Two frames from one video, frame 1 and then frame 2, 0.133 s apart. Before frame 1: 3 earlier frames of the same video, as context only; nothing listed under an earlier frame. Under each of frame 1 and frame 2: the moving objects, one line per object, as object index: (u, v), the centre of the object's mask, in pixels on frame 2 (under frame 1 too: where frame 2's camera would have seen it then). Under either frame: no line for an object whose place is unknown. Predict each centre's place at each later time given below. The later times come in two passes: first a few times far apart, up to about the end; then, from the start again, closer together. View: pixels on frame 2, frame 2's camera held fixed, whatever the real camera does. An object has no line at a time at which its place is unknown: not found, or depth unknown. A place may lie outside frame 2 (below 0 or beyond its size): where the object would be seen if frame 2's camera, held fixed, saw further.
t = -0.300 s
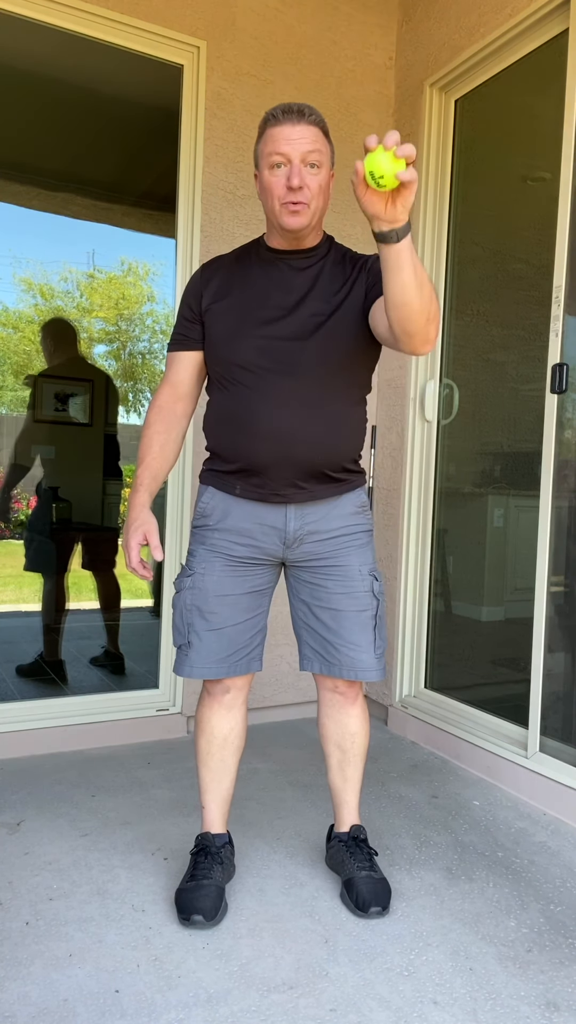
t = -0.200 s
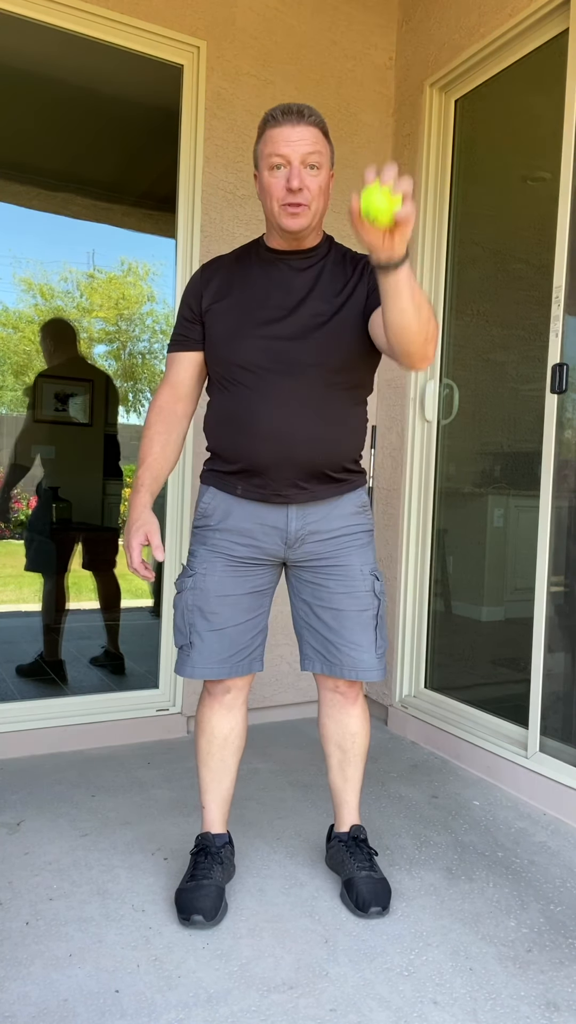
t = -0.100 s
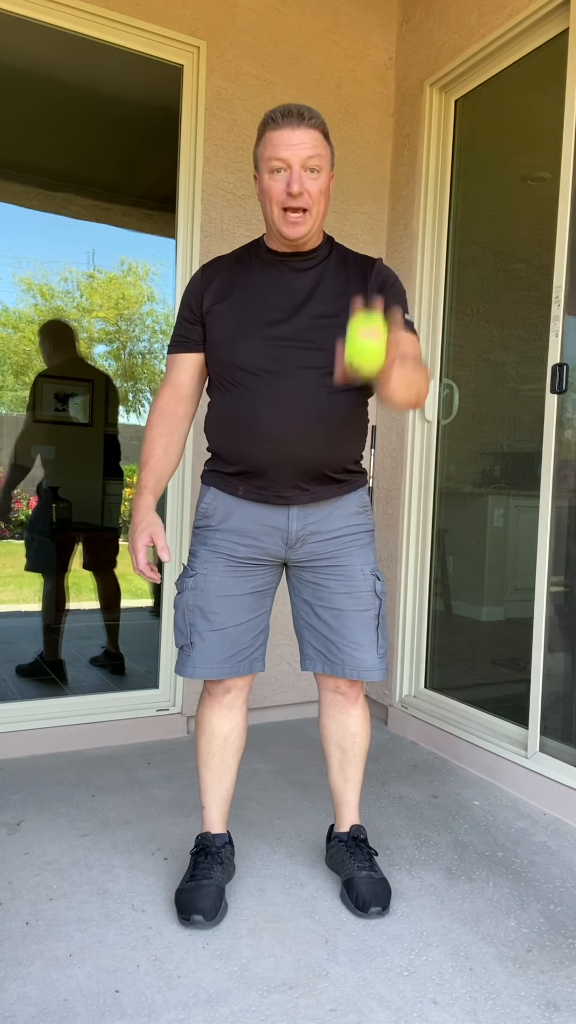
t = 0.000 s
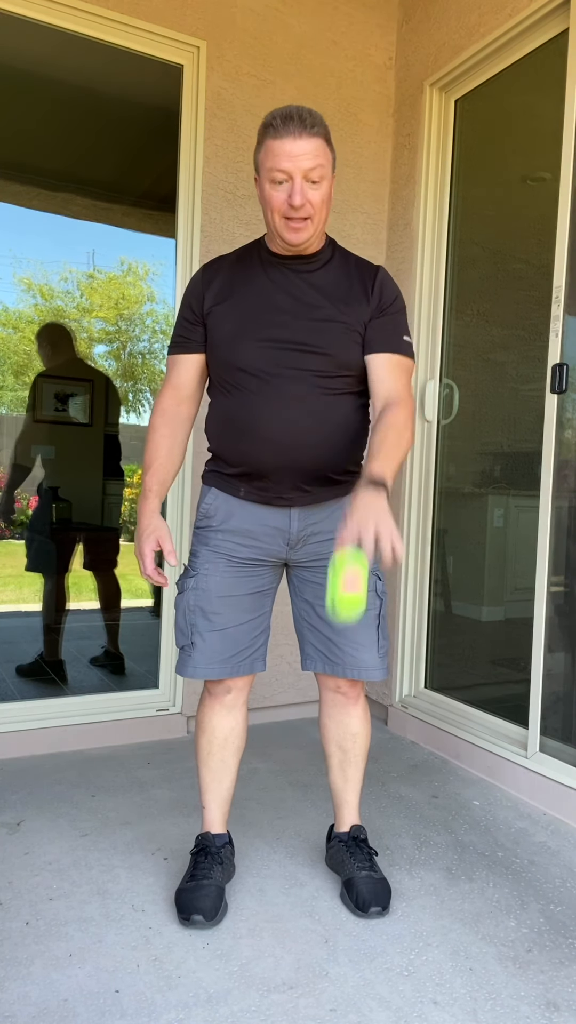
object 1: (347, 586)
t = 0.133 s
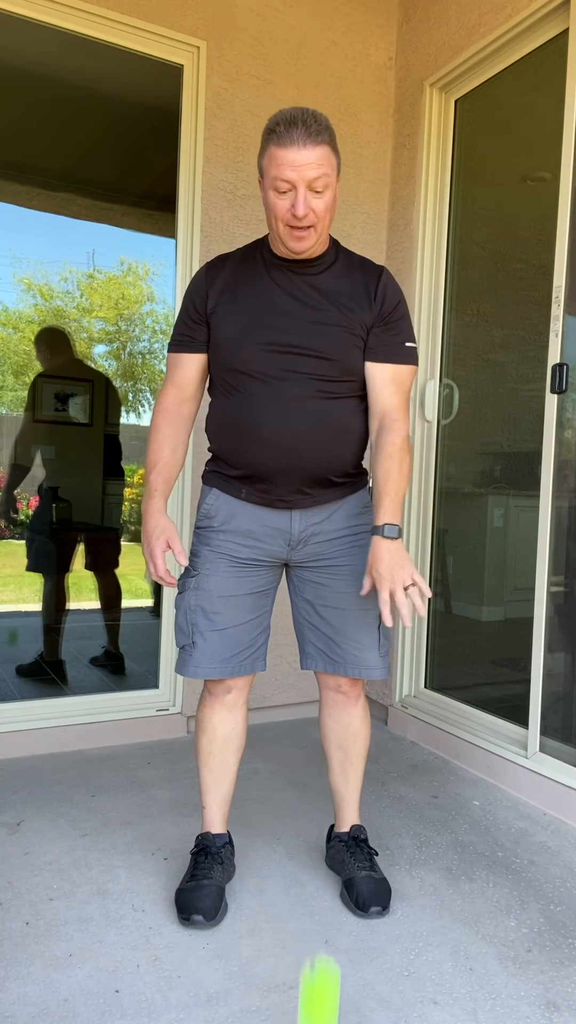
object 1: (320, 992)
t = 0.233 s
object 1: (327, 867)
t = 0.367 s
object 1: (344, 620)
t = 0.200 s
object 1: (322, 946)
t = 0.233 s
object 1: (327, 867)
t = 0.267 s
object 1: (331, 794)
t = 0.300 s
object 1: (336, 729)
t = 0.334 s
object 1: (340, 671)
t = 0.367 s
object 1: (344, 620)
